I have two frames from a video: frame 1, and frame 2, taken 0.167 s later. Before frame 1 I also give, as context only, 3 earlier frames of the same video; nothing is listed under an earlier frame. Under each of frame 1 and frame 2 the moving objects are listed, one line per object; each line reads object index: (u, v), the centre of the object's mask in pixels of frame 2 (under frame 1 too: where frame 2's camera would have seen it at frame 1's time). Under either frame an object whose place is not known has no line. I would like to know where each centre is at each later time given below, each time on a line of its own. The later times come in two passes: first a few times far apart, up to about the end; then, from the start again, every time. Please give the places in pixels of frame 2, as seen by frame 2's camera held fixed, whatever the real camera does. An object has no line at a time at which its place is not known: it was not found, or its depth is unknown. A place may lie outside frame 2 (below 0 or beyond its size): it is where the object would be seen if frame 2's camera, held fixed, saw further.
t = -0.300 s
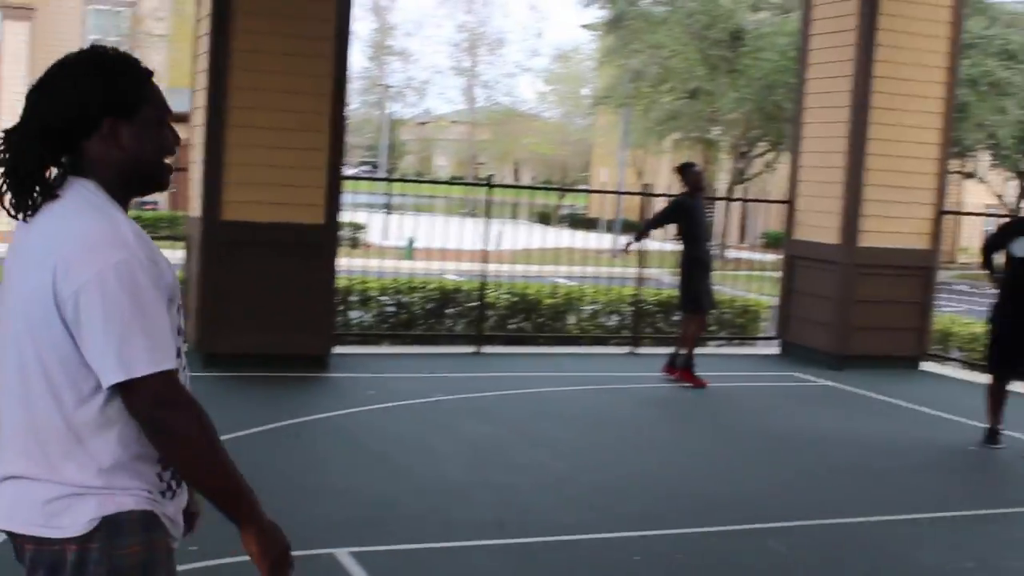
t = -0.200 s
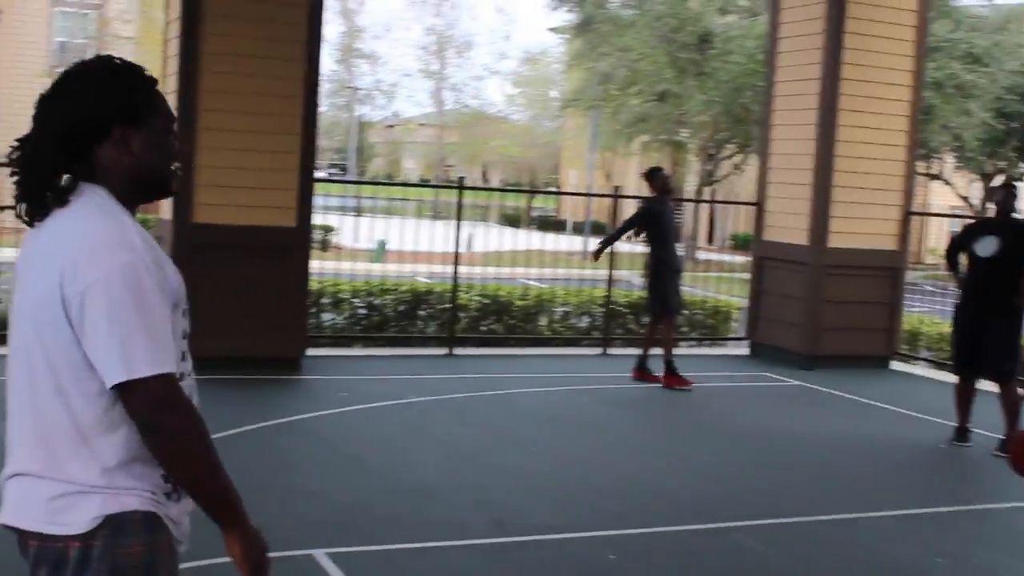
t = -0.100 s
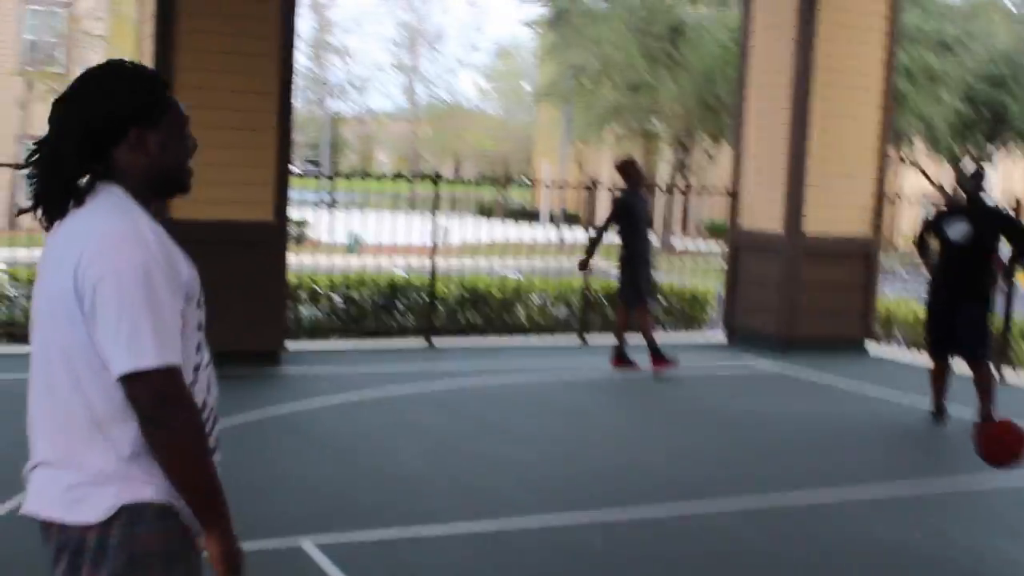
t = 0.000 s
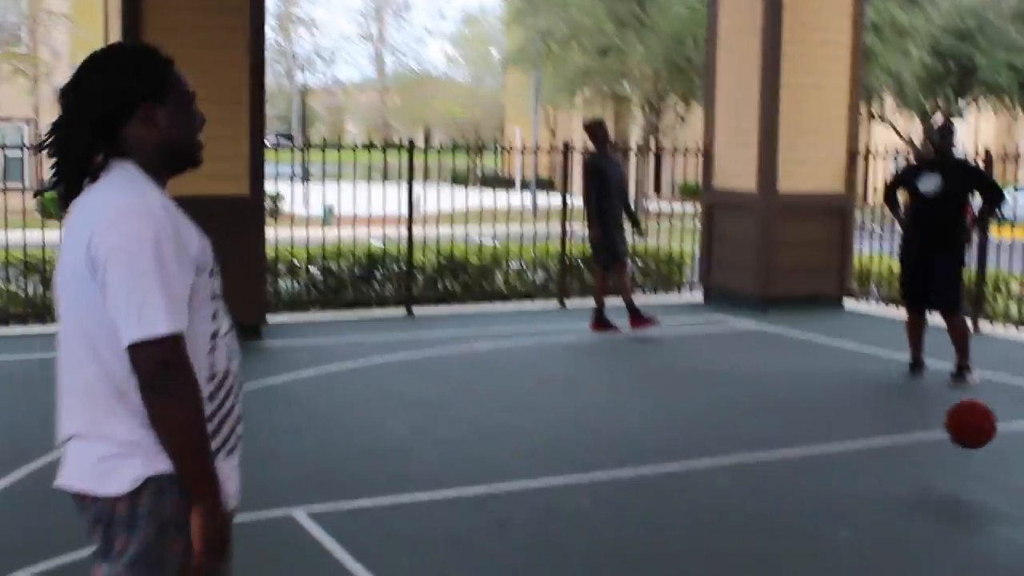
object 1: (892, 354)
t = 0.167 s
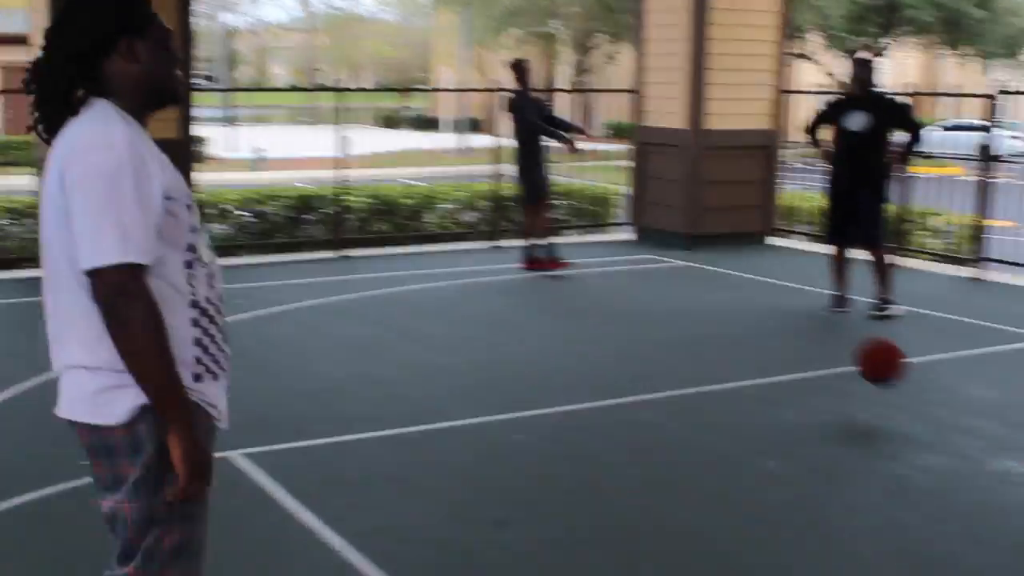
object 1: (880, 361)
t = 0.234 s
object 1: (878, 341)
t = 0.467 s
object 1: (856, 341)
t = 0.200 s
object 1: (878, 351)
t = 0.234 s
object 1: (878, 341)
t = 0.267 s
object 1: (875, 336)
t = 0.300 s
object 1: (871, 333)
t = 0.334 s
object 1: (868, 330)
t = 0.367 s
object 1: (865, 330)
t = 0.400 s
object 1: (862, 332)
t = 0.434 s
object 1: (860, 335)
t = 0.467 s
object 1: (856, 341)
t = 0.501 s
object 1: (854, 350)
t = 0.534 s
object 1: (850, 361)
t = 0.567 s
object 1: (846, 373)
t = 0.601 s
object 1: (843, 388)
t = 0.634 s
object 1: (841, 378)
